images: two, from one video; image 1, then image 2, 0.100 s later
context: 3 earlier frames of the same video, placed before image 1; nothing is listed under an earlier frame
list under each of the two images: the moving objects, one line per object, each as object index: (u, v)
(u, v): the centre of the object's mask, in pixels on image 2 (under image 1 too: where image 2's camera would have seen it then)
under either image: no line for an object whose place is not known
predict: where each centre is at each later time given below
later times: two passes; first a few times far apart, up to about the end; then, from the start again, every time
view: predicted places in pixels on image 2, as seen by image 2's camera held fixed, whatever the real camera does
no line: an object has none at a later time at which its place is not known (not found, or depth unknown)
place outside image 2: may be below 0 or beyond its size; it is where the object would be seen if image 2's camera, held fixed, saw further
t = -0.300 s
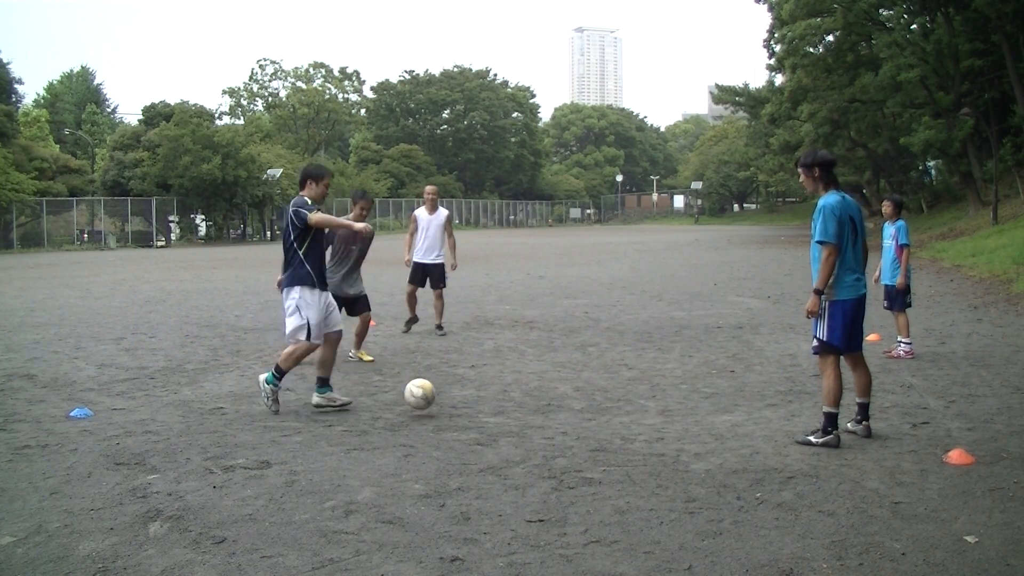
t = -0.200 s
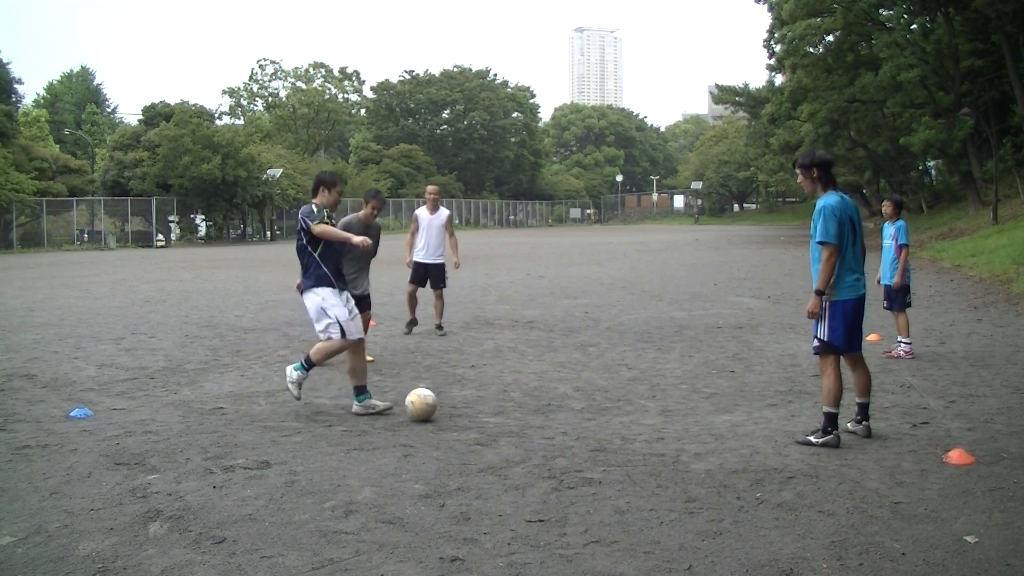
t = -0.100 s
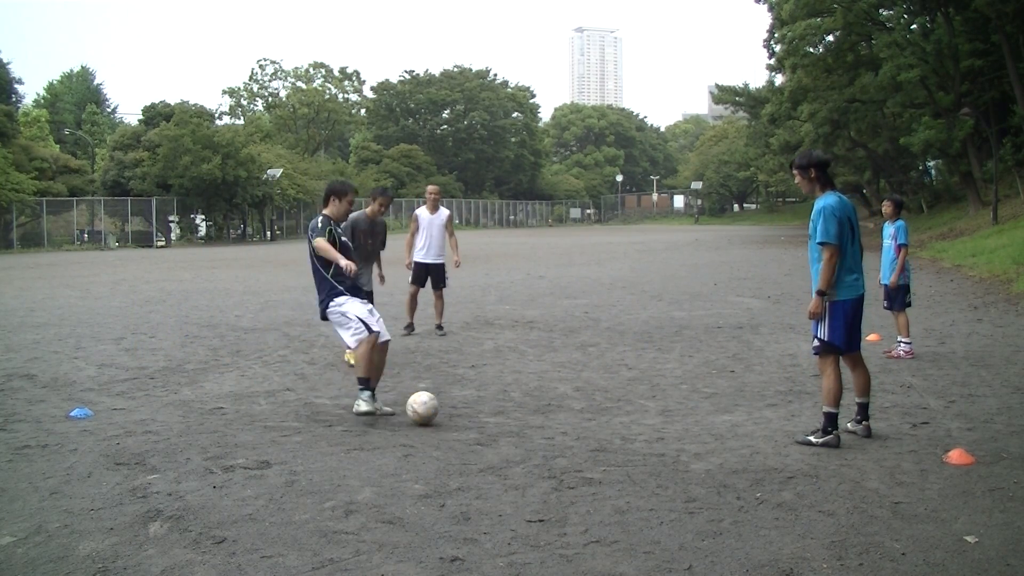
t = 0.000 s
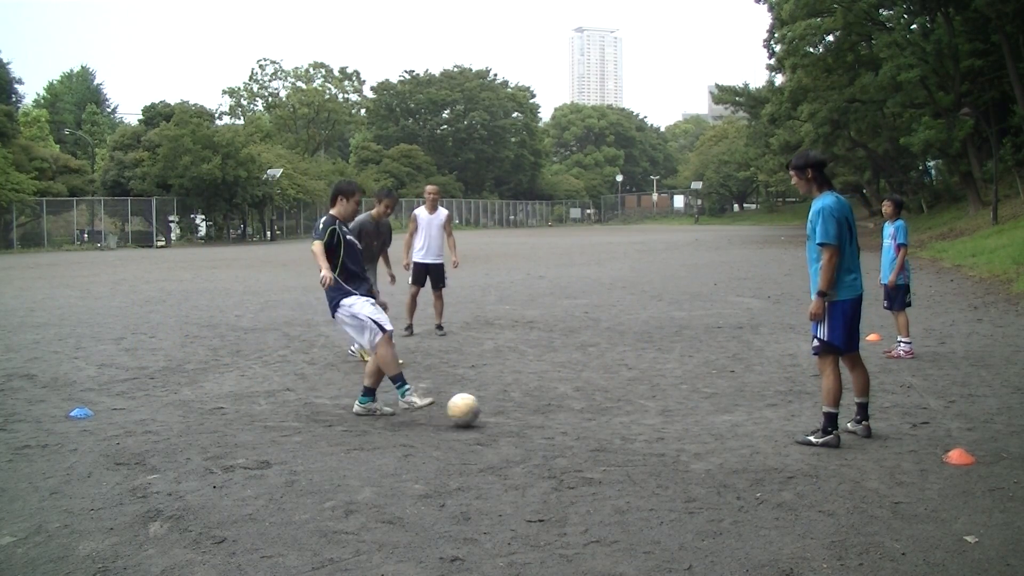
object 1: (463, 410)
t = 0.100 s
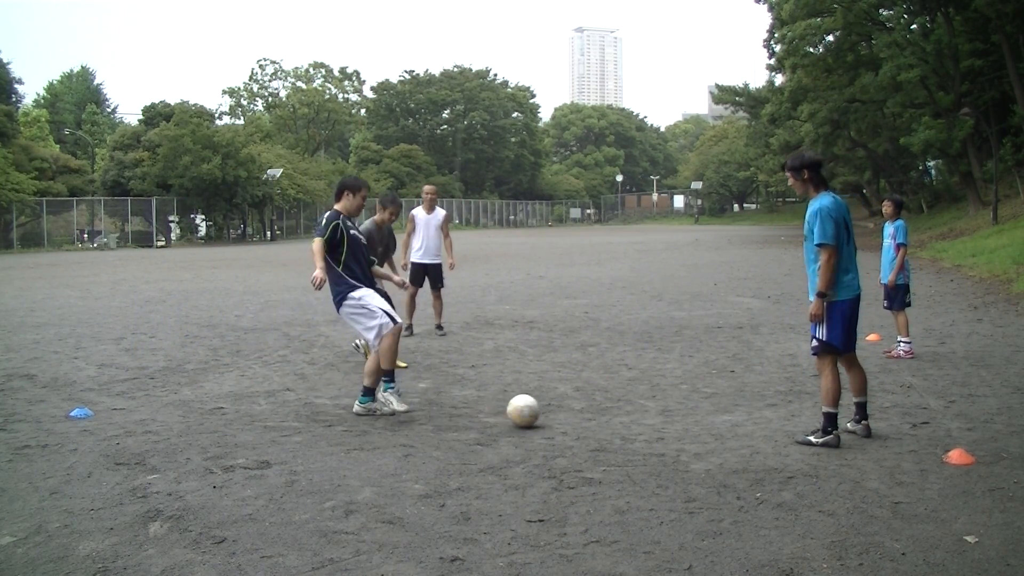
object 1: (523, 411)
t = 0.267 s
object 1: (603, 412)
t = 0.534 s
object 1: (707, 414)
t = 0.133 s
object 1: (541, 411)
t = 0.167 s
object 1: (558, 411)
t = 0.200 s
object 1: (573, 410)
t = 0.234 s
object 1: (588, 410)
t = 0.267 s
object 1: (603, 412)
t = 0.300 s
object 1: (615, 410)
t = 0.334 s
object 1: (629, 410)
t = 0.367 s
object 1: (642, 411)
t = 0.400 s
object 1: (656, 413)
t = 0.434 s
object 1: (669, 411)
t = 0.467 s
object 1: (681, 411)
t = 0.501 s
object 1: (694, 413)
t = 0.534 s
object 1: (707, 414)
